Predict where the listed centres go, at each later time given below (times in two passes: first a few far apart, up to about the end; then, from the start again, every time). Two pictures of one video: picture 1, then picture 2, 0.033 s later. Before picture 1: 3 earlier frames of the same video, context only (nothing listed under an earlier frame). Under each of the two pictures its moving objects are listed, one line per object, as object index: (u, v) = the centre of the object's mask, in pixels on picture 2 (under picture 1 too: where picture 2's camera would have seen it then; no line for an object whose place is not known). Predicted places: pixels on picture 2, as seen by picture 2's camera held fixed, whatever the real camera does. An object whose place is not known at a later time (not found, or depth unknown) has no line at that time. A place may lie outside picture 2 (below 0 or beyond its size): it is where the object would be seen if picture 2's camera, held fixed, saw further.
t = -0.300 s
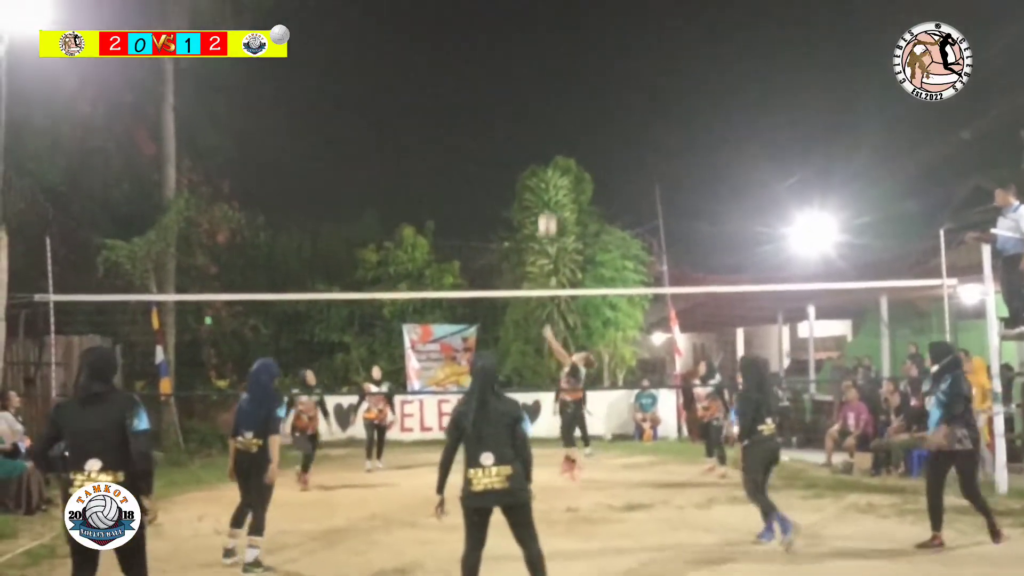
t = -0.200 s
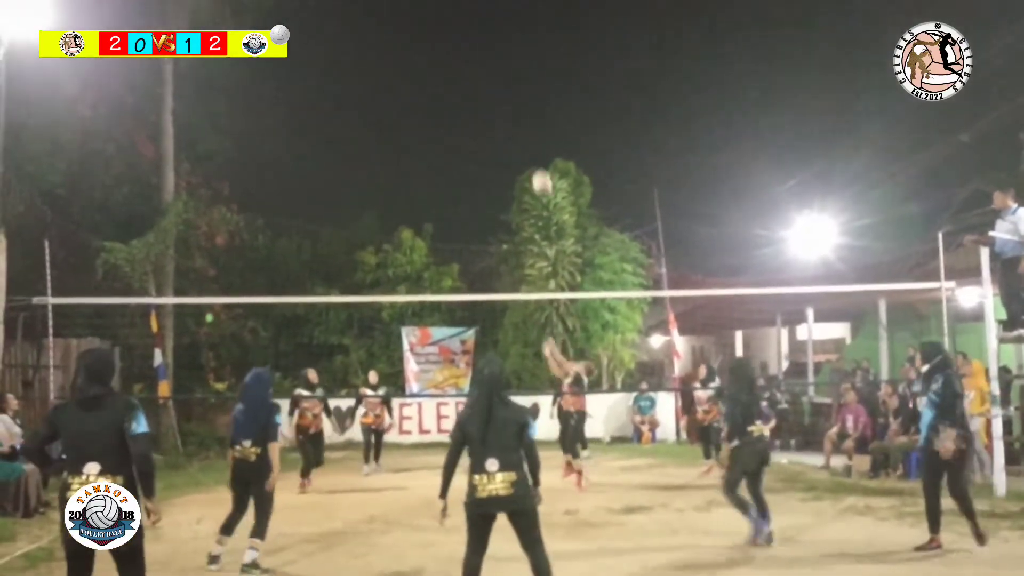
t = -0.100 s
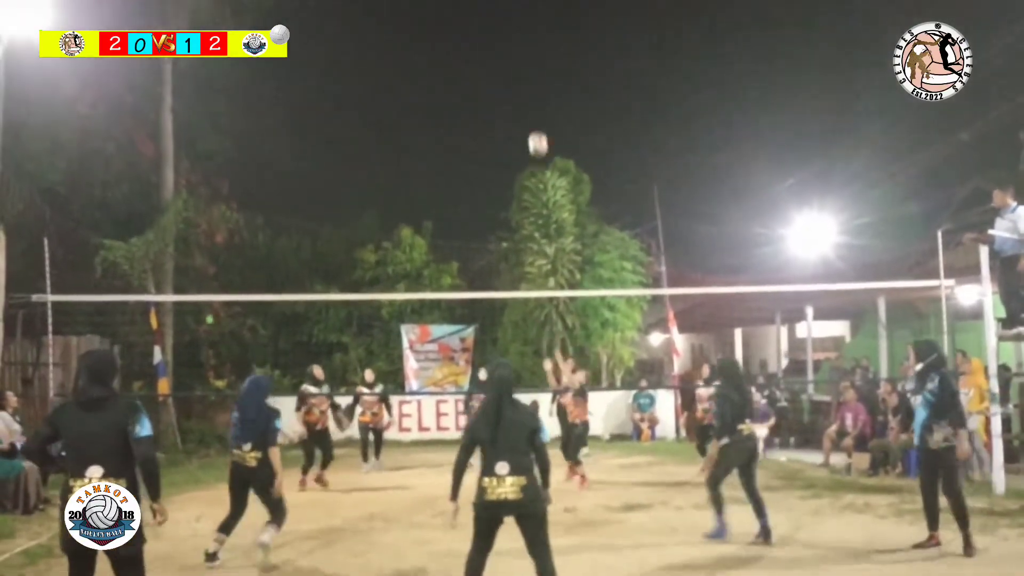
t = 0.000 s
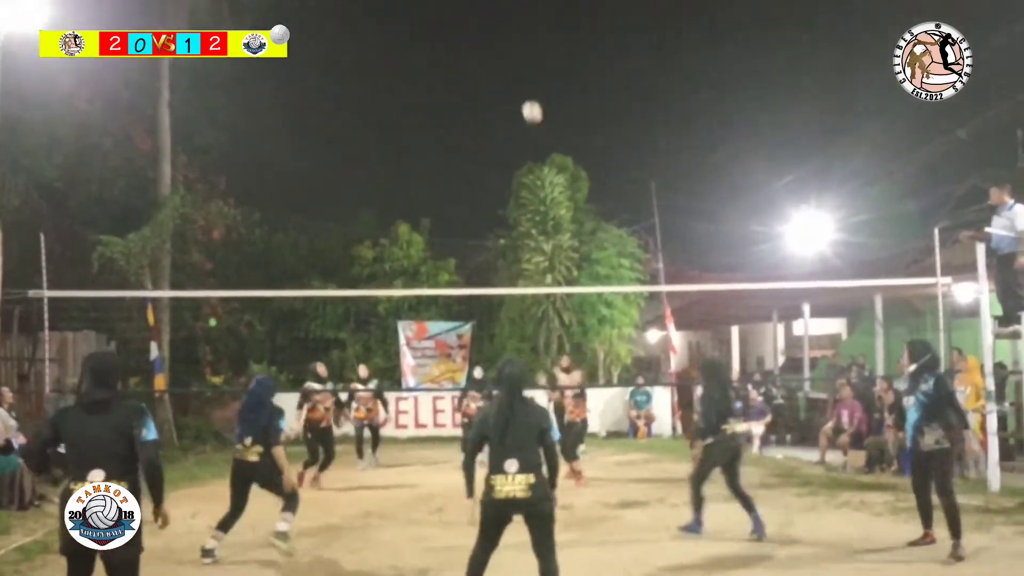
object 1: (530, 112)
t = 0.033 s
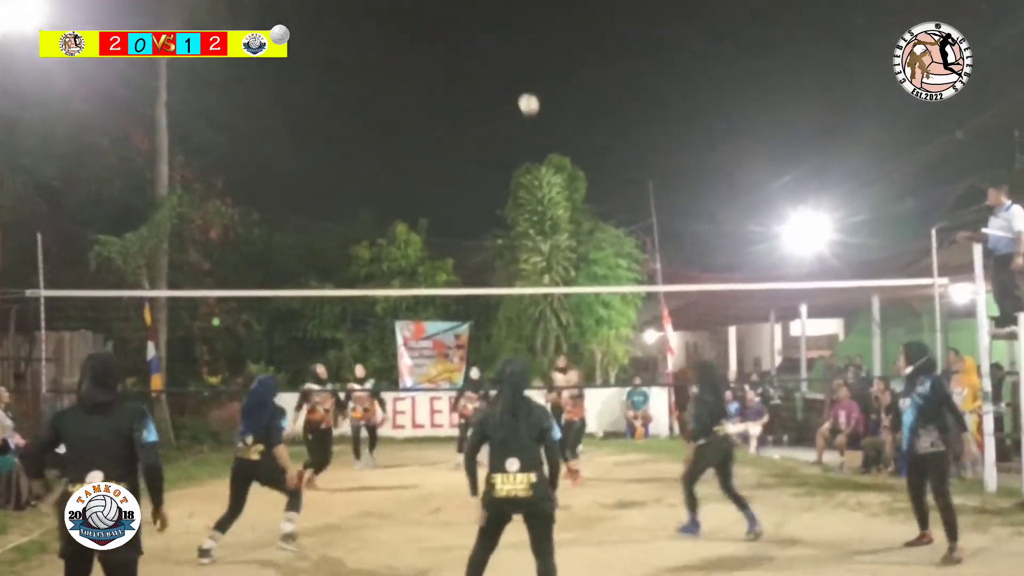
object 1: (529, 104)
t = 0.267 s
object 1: (521, 75)
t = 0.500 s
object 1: (515, 92)
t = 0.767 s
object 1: (507, 173)
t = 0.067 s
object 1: (527, 97)
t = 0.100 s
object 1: (526, 91)
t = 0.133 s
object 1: (525, 86)
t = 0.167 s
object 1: (524, 82)
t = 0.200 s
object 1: (523, 79)
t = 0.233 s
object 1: (522, 77)
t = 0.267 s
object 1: (521, 75)
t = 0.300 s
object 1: (520, 75)
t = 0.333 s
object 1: (519, 76)
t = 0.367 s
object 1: (518, 77)
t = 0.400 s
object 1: (517, 80)
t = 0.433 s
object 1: (516, 83)
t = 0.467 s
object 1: (516, 87)
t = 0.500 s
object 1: (515, 92)
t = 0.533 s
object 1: (514, 98)
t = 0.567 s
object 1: (513, 105)
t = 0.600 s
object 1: (512, 114)
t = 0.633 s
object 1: (511, 124)
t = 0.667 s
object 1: (510, 135)
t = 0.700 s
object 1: (509, 147)
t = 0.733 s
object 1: (508, 160)
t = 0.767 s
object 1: (507, 173)
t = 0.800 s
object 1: (506, 188)
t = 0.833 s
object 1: (506, 203)
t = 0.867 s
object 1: (505, 220)
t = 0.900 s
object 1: (504, 238)
